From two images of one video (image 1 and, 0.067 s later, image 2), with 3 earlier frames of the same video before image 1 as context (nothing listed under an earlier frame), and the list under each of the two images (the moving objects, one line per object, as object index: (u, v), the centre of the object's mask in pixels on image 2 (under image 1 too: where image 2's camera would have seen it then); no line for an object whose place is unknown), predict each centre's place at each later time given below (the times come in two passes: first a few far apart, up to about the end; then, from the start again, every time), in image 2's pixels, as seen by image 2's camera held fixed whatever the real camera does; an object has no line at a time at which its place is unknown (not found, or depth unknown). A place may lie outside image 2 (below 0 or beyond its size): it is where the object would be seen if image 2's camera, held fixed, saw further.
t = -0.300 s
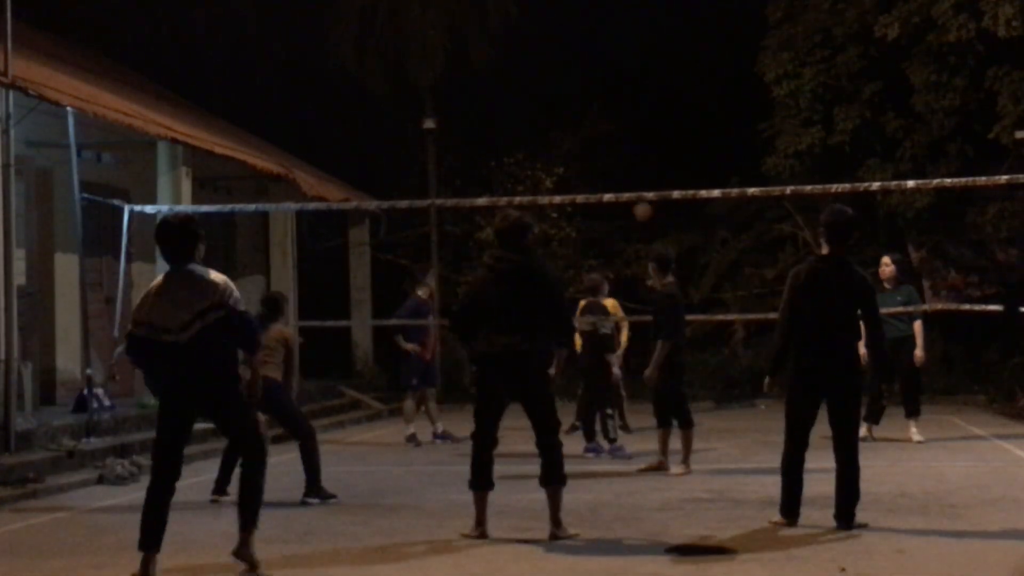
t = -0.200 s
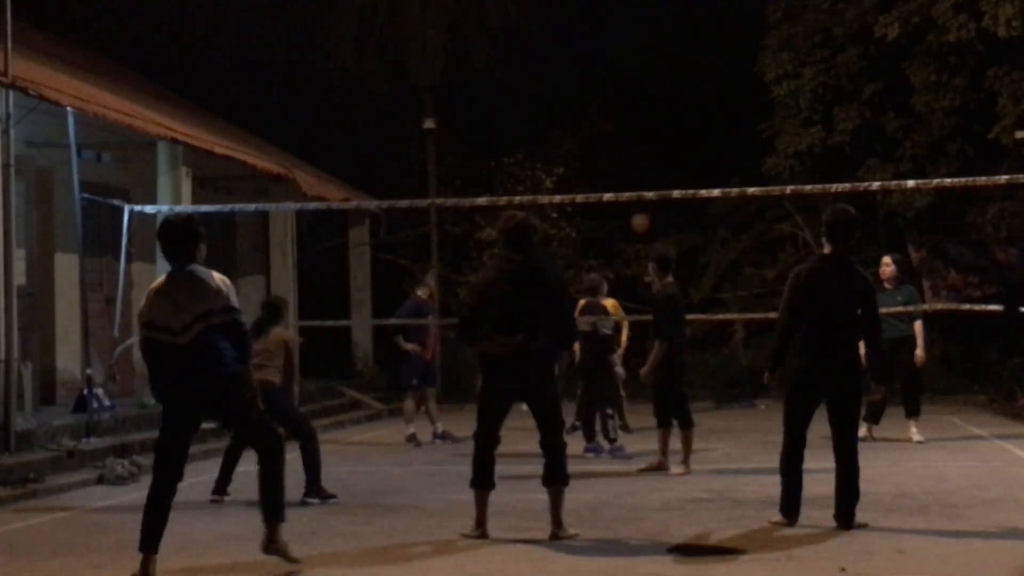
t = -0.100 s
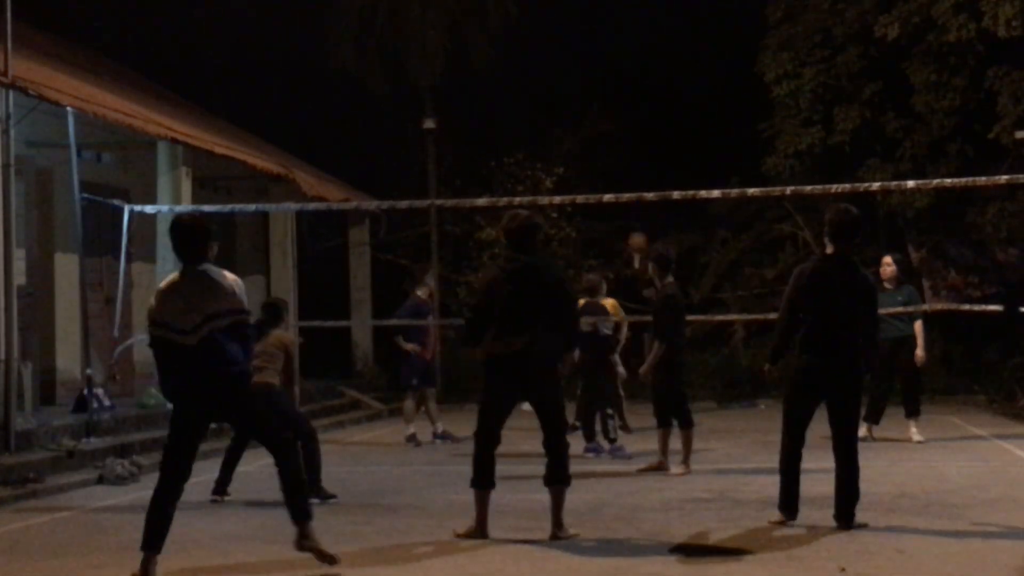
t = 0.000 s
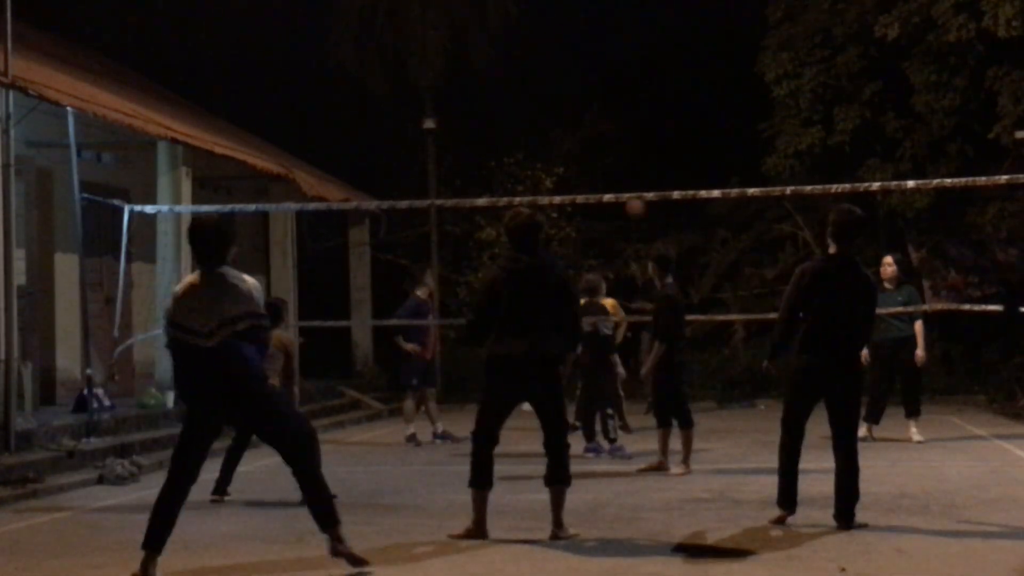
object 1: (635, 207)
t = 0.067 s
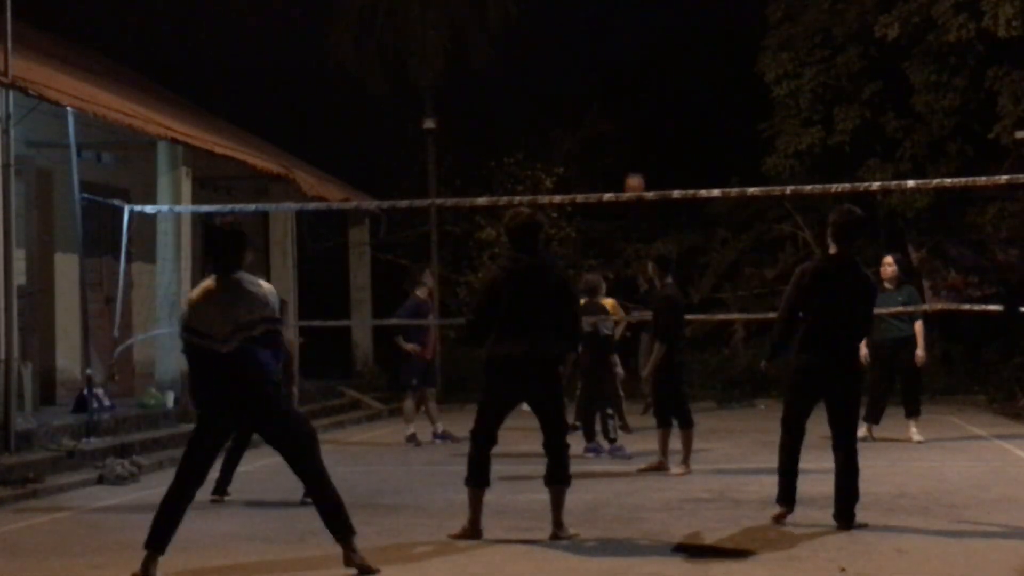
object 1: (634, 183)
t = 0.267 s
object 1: (628, 142)
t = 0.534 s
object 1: (627, 139)
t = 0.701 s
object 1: (627, 177)
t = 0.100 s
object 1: (634, 176)
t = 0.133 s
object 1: (633, 167)
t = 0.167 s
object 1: (631, 159)
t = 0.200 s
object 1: (630, 153)
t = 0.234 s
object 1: (629, 147)
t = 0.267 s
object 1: (628, 142)
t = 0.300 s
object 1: (628, 137)
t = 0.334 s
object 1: (628, 134)
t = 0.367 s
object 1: (628, 132)
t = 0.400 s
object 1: (628, 130)
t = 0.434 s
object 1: (628, 130)
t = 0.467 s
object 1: (628, 132)
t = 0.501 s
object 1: (628, 135)
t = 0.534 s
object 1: (627, 139)
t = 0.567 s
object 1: (627, 144)
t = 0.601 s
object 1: (626, 151)
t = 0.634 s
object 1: (626, 158)
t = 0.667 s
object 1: (627, 167)
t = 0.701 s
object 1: (627, 177)
